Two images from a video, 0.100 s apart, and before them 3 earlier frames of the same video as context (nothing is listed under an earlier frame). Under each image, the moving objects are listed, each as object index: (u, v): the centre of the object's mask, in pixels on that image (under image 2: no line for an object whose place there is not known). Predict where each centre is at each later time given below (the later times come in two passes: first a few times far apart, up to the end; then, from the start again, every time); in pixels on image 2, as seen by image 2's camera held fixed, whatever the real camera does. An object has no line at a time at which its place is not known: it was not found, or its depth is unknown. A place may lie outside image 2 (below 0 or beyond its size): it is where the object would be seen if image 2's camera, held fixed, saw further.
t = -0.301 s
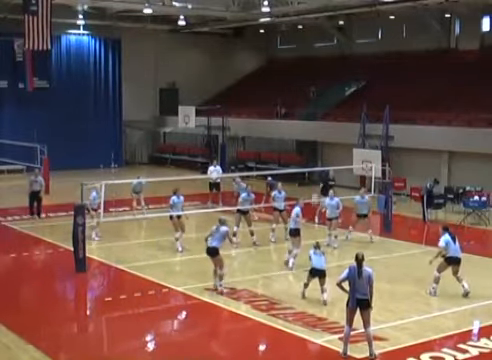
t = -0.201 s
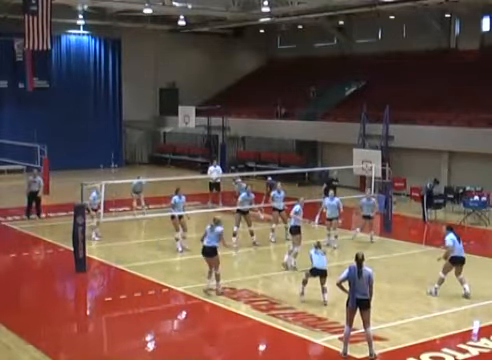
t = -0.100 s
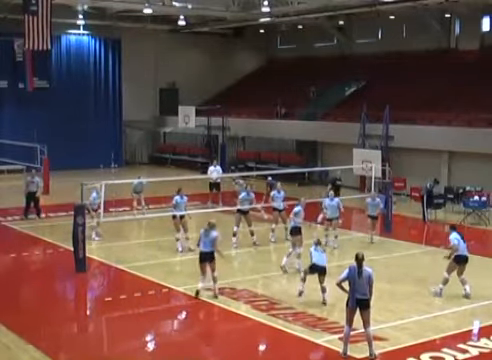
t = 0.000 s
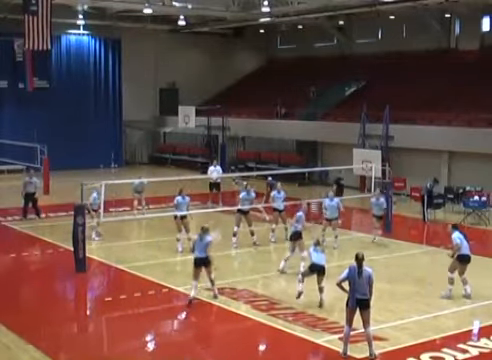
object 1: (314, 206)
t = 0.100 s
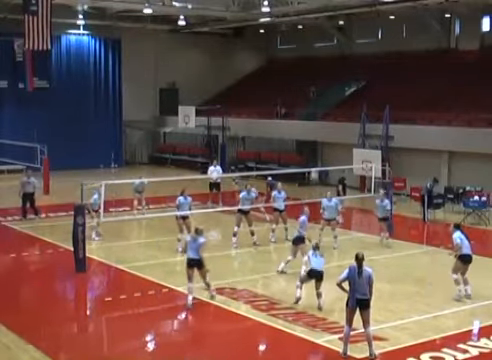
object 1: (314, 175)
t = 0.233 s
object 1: (314, 141)
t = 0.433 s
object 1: (315, 108)
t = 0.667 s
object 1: (316, 93)
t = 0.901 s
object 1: (316, 97)
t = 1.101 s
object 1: (316, 116)
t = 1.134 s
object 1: (316, 119)
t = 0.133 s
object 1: (314, 163)
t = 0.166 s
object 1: (314, 156)
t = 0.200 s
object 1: (314, 148)
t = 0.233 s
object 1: (314, 141)
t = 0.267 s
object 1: (314, 133)
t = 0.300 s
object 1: (314, 126)
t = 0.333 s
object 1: (314, 120)
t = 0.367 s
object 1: (314, 116)
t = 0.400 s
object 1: (315, 112)
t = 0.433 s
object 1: (315, 108)
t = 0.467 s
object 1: (315, 104)
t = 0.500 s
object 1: (315, 100)
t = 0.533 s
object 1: (315, 98)
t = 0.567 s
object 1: (315, 96)
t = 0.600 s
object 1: (315, 94)
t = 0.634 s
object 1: (315, 93)
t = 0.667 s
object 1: (316, 93)
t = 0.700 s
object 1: (316, 92)
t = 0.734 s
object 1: (316, 92)
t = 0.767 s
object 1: (316, 92)
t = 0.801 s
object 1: (316, 93)
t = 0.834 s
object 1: (316, 94)
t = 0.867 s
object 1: (316, 95)
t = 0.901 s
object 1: (316, 97)
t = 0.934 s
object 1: (316, 100)
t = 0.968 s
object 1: (316, 102)
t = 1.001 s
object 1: (316, 106)
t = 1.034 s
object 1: (316, 109)
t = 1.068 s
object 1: (317, 113)
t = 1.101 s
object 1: (316, 116)
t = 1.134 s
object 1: (316, 119)
